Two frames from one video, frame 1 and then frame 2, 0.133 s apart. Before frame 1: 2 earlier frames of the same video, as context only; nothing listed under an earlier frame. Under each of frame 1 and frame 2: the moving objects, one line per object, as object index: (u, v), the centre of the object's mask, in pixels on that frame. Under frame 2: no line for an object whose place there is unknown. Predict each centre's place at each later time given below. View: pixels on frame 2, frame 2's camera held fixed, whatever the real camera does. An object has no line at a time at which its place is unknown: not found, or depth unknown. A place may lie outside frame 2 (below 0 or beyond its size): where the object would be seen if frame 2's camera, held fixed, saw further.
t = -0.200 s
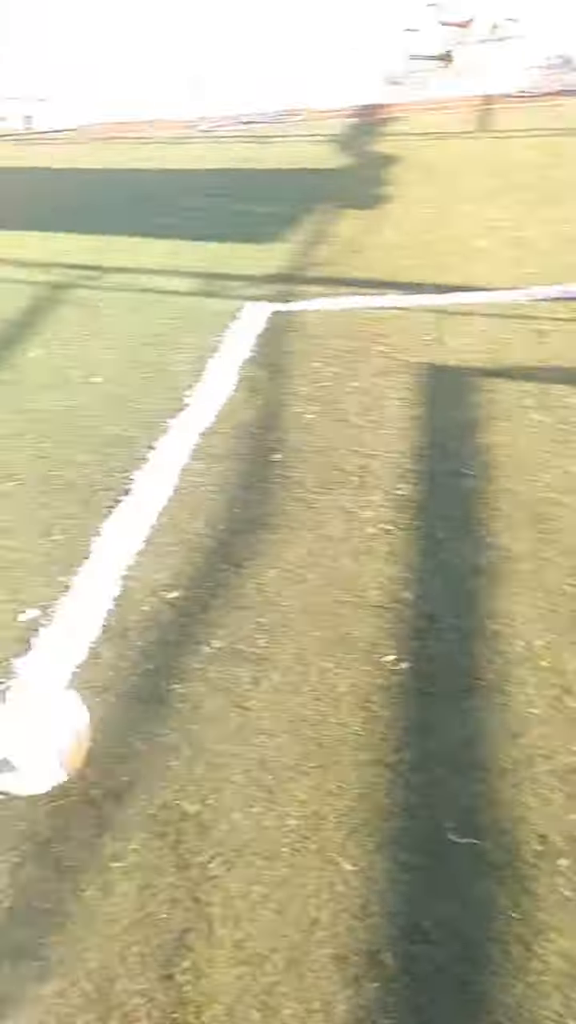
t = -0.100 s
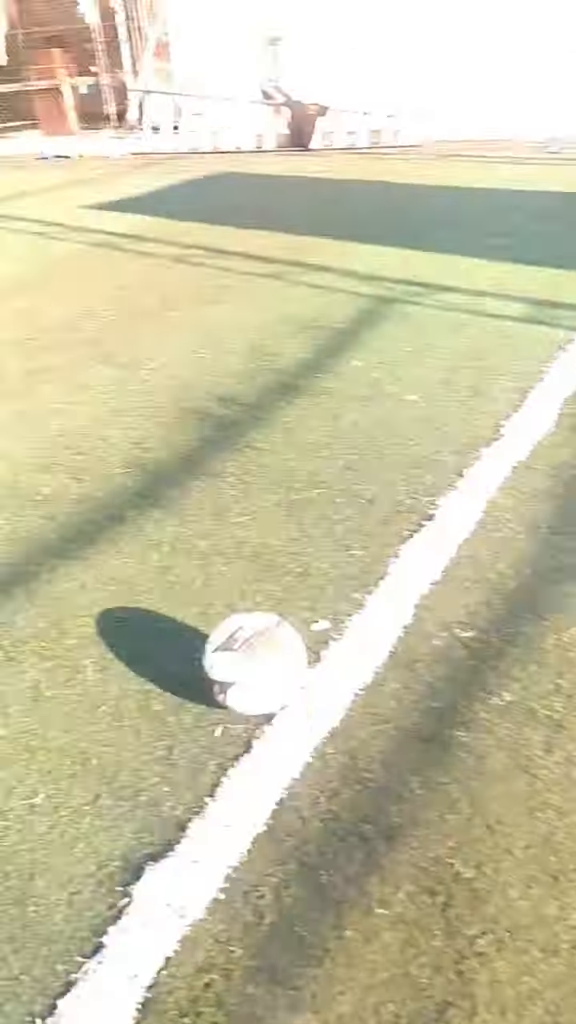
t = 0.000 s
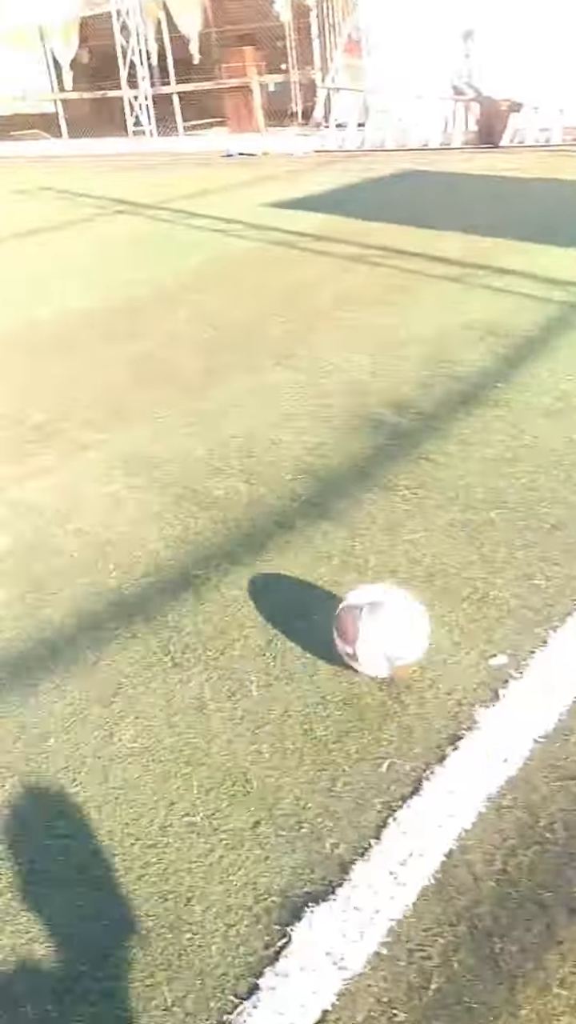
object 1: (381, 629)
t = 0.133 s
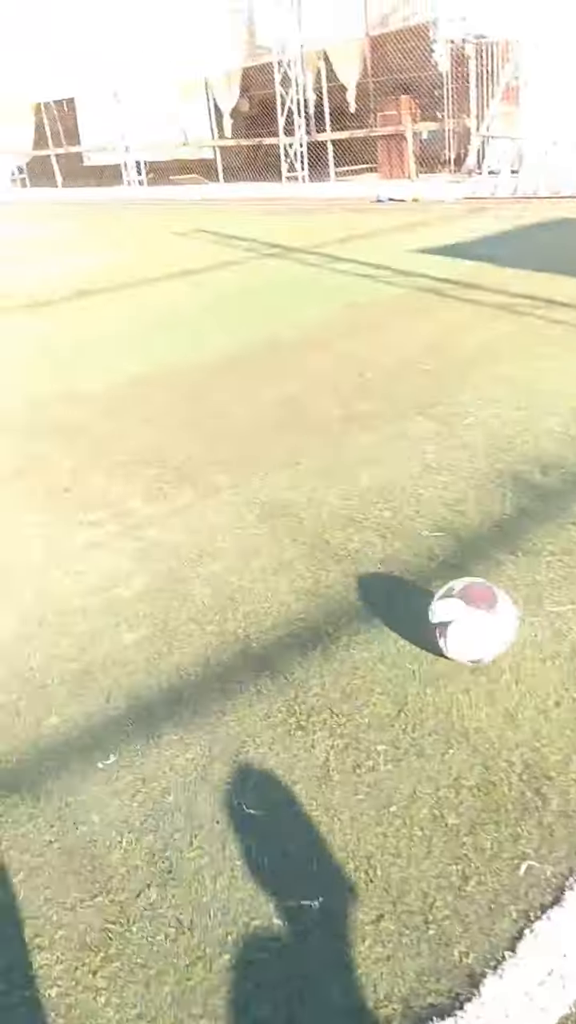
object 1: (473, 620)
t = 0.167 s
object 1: (462, 601)
